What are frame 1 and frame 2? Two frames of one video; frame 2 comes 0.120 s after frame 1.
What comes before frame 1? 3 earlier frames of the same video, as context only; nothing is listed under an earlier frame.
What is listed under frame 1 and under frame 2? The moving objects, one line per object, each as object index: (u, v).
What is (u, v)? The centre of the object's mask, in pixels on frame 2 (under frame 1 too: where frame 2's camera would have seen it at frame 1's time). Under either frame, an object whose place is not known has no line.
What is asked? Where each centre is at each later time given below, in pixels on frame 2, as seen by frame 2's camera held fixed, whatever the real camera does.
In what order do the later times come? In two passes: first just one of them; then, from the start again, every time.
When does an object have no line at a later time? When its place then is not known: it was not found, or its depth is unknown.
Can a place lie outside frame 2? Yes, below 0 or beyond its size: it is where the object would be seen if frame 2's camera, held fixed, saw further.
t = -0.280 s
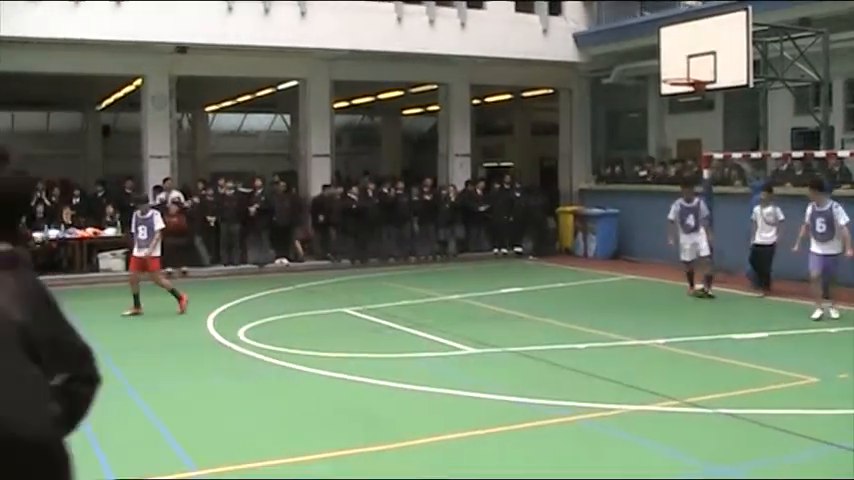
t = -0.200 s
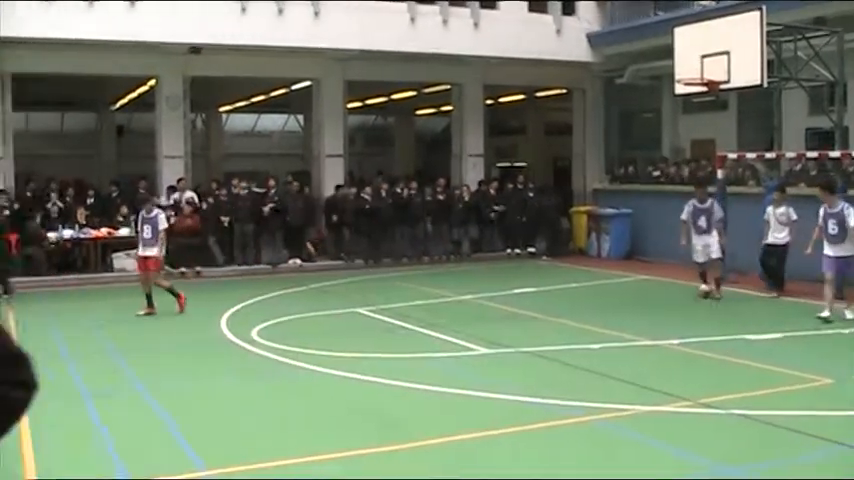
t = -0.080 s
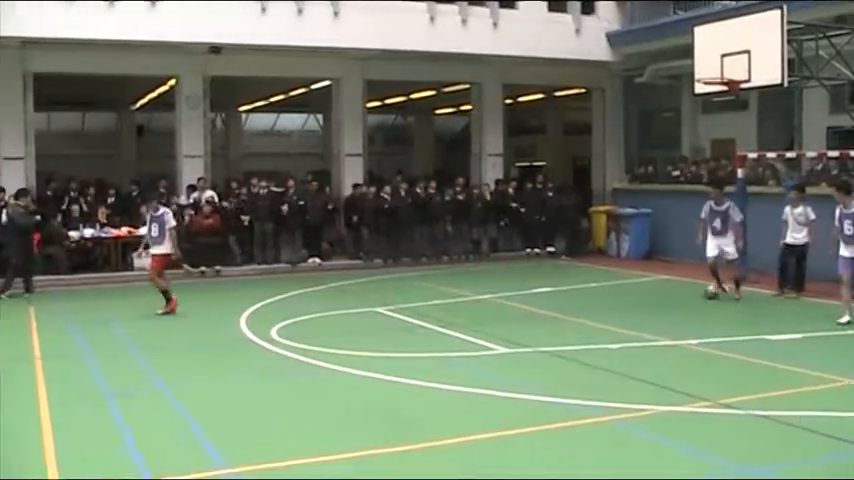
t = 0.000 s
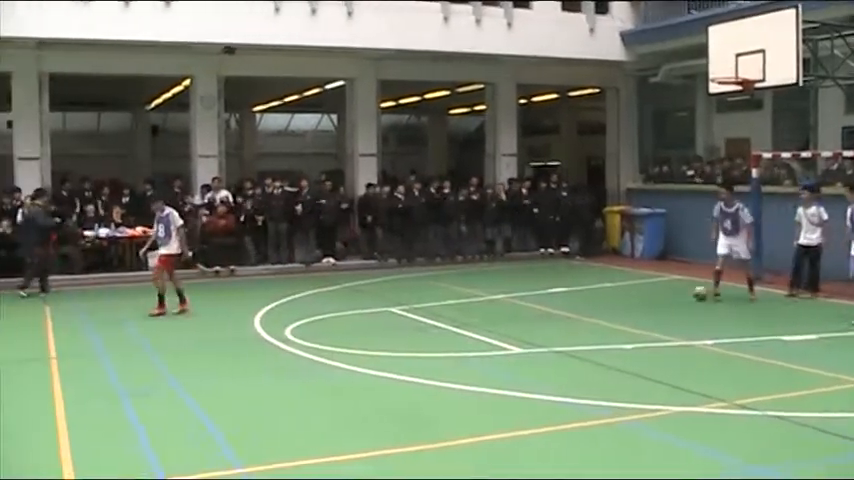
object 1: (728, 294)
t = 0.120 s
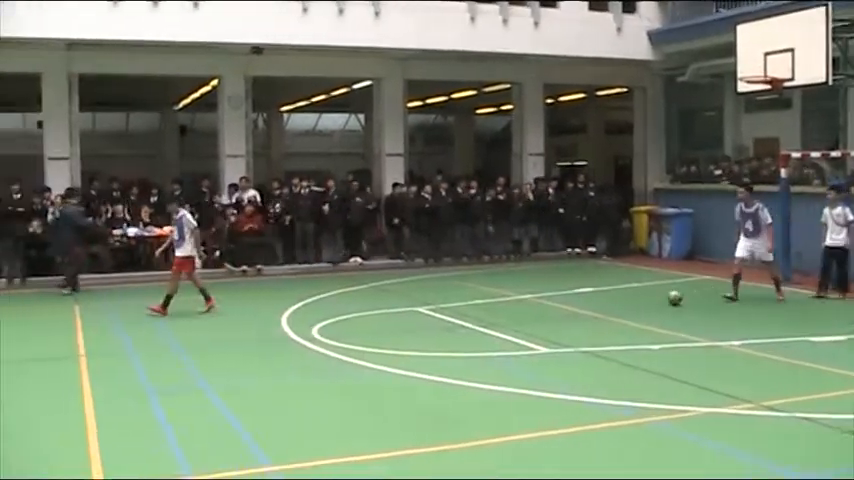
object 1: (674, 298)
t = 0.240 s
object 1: (622, 302)
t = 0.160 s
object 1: (657, 299)
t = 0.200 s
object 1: (639, 301)
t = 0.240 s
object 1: (622, 302)
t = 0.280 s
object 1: (606, 303)
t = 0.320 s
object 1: (590, 304)
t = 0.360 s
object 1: (573, 305)
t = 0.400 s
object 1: (557, 306)
